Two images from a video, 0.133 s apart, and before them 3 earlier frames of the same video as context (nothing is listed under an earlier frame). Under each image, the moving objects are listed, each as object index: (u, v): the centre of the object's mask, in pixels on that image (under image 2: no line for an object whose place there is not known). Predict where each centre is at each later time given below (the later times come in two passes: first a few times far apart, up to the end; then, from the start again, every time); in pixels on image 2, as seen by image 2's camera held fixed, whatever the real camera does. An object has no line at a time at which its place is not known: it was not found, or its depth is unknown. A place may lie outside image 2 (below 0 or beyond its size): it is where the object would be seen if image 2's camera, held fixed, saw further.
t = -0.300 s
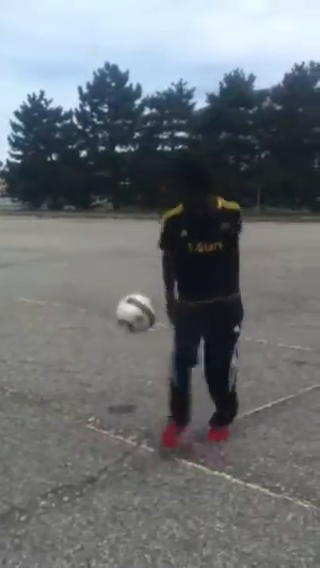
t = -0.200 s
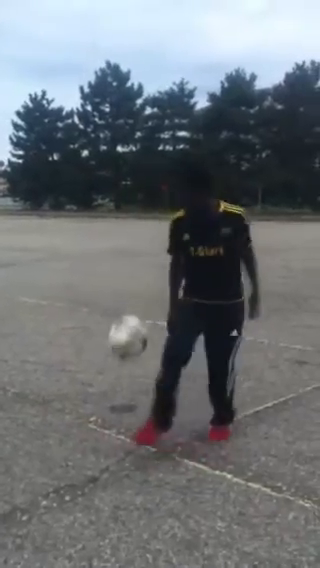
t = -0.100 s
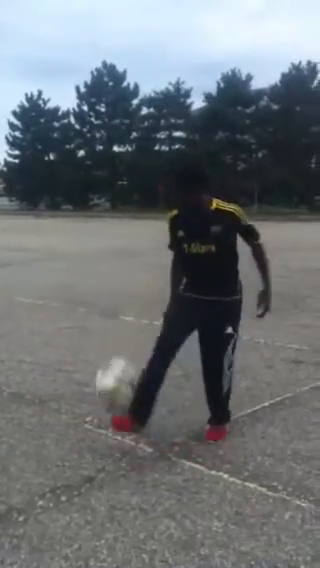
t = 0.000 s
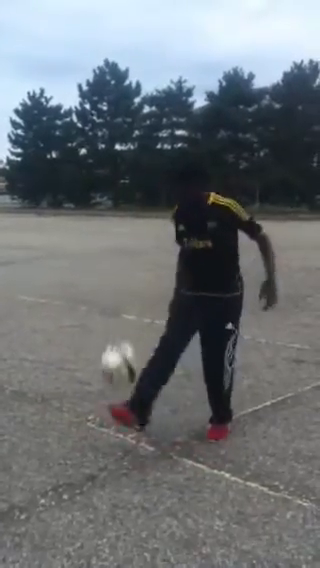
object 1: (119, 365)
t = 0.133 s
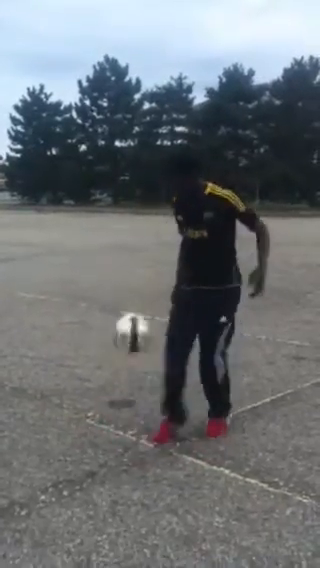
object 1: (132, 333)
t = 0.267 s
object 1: (146, 336)
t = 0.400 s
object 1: (158, 365)
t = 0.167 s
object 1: (135, 331)
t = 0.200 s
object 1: (140, 330)
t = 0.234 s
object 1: (142, 333)
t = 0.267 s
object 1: (146, 336)
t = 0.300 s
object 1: (148, 340)
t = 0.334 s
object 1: (151, 346)
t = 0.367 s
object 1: (154, 356)
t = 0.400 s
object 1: (158, 365)
